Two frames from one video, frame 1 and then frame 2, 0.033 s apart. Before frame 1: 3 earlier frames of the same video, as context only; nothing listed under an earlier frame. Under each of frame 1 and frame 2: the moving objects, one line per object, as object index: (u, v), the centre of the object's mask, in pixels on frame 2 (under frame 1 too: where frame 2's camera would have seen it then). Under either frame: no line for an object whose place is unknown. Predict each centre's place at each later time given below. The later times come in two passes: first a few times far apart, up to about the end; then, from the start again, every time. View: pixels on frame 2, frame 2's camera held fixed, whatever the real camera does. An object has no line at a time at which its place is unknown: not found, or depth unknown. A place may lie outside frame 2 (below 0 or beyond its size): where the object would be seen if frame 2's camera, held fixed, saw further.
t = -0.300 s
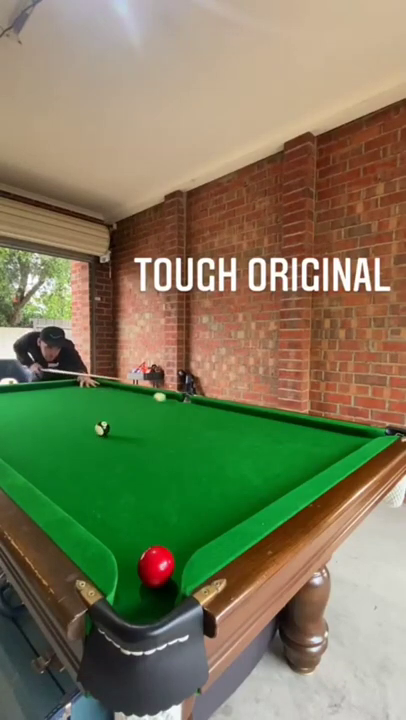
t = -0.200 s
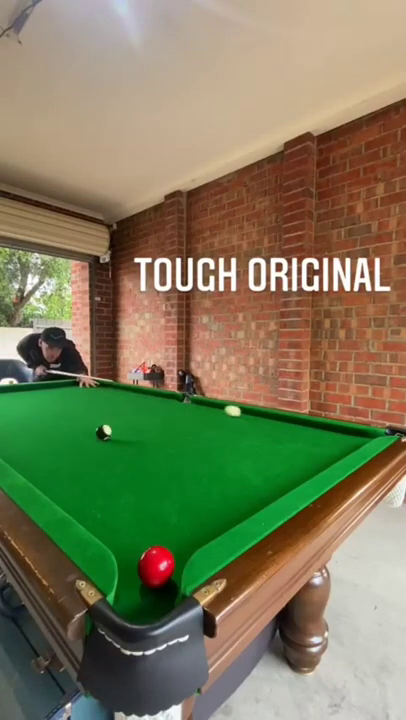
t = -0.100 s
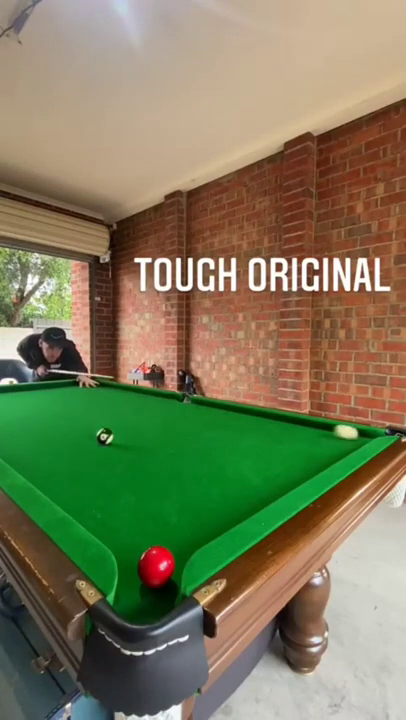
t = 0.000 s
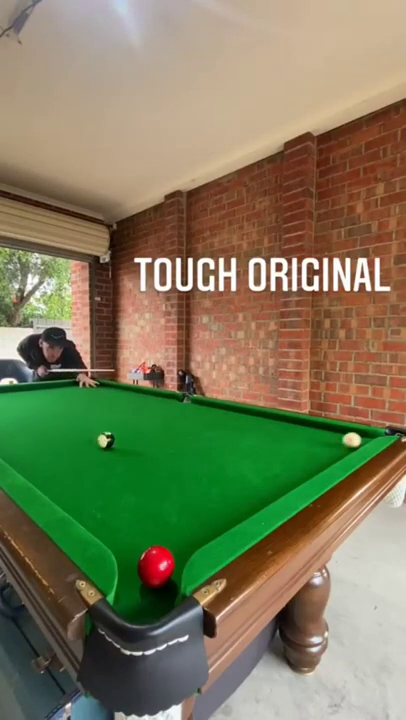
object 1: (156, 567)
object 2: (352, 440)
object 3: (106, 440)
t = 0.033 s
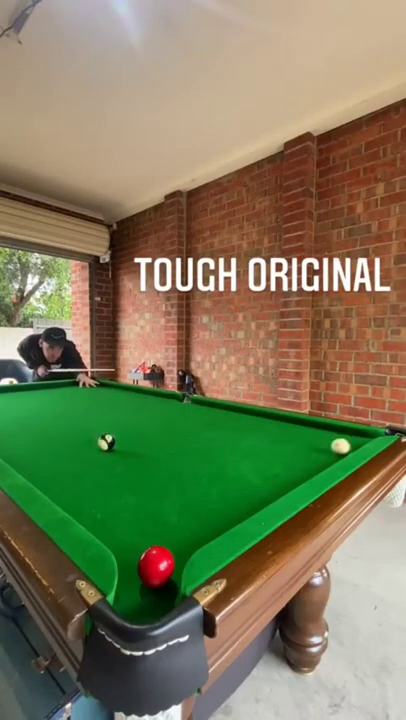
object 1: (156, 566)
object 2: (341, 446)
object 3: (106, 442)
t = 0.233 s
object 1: (156, 566)
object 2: (260, 494)
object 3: (109, 451)
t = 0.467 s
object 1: (153, 579)
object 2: (180, 551)
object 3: (113, 463)
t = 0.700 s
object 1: (139, 595)
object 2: (179, 549)
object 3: (116, 477)
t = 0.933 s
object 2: (182, 537)
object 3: (121, 493)
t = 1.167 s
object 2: (184, 528)
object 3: (126, 511)
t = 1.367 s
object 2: (185, 523)
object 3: (131, 527)
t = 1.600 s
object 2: (186, 519)
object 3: (137, 548)
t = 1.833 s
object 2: (187, 517)
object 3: (143, 571)
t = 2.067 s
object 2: (187, 517)
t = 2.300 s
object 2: (187, 517)
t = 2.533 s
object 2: (187, 517)
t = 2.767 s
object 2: (187, 517)
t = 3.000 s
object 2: (187, 517)
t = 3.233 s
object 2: (187, 518)
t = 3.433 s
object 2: (187, 518)
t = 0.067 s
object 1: (156, 566)
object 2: (329, 452)
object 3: (107, 443)
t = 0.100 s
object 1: (156, 566)
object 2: (317, 459)
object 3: (107, 445)
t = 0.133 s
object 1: (156, 566)
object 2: (304, 466)
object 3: (108, 447)
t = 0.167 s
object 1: (156, 566)
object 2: (290, 475)
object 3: (108, 448)
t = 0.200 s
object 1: (156, 566)
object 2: (275, 484)
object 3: (109, 450)
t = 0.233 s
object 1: (156, 566)
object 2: (260, 494)
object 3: (109, 451)
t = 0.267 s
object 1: (156, 566)
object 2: (243, 506)
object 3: (109, 453)
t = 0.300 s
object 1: (156, 566)
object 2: (224, 518)
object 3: (110, 455)
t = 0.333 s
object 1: (156, 566)
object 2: (204, 533)
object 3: (110, 456)
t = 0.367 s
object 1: (154, 567)
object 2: (183, 549)
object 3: (111, 458)
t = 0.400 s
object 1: (142, 578)
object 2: (183, 549)
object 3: (111, 460)
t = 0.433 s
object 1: (162, 581)
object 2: (183, 547)
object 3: (112, 461)
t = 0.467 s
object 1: (153, 579)
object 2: (180, 551)
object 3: (113, 463)
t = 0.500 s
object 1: (142, 578)
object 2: (176, 554)
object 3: (113, 465)
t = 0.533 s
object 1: (140, 576)
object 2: (173, 558)
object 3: (114, 467)
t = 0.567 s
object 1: (140, 577)
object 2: (175, 557)
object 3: (114, 469)
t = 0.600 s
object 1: (138, 580)
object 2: (177, 555)
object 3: (115, 471)
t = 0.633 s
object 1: (137, 583)
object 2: (178, 553)
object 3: (116, 473)
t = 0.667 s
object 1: (138, 587)
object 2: (179, 550)
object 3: (116, 475)
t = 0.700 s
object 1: (139, 595)
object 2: (179, 549)
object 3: (116, 477)
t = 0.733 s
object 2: (180, 547)
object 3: (117, 479)
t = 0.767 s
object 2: (180, 545)
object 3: (117, 481)
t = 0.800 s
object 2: (181, 543)
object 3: (118, 484)
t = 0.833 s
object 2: (181, 542)
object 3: (119, 486)
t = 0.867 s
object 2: (181, 540)
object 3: (120, 488)
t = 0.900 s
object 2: (182, 538)
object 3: (120, 490)
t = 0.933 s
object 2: (182, 537)
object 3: (121, 493)
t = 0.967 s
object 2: (182, 535)
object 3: (122, 495)
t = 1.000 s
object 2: (183, 534)
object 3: (122, 498)
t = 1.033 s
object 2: (183, 533)
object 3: (123, 501)
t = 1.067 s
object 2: (183, 531)
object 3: (124, 503)
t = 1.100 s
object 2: (183, 530)
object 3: (124, 505)
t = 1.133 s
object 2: (184, 529)
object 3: (125, 508)
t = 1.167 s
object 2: (184, 528)
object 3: (126, 511)
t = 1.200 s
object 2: (184, 527)
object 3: (127, 513)
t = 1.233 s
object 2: (185, 526)
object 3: (127, 515)
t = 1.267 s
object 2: (185, 525)
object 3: (128, 518)
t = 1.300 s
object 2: (185, 524)
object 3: (129, 521)
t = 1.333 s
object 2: (185, 523)
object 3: (130, 524)
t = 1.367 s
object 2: (185, 523)
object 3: (131, 527)
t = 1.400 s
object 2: (185, 522)
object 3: (132, 529)
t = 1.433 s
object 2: (185, 521)
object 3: (133, 533)
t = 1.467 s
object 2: (186, 521)
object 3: (134, 535)
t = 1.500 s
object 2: (186, 520)
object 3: (135, 539)
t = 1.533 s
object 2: (186, 520)
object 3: (135, 541)
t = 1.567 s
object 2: (186, 520)
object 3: (136, 545)
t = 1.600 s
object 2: (186, 519)
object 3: (137, 548)
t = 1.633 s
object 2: (186, 519)
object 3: (138, 552)
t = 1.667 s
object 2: (186, 518)
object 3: (138, 555)
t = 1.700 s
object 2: (186, 518)
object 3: (139, 558)
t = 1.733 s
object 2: (186, 518)
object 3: (140, 561)
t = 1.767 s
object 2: (187, 518)
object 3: (141, 565)
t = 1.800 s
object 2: (187, 518)
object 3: (142, 568)
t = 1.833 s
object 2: (187, 517)
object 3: (143, 571)
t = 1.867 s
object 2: (187, 517)
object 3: (144, 574)
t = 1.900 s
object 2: (187, 517)
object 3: (145, 578)
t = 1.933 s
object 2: (187, 517)
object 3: (146, 584)
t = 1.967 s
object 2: (187, 517)
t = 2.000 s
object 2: (187, 517)
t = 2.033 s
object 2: (187, 517)
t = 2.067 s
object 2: (187, 517)
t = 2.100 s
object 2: (187, 517)
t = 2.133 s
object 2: (187, 517)
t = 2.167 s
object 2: (187, 517)
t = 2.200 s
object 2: (187, 517)
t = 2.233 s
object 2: (187, 517)
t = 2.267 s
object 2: (187, 517)
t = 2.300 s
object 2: (187, 517)
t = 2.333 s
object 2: (187, 517)
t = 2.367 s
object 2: (187, 517)
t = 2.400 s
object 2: (187, 518)
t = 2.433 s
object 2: (187, 517)
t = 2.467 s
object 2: (187, 517)
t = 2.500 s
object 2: (187, 517)
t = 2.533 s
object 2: (187, 517)
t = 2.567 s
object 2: (187, 517)
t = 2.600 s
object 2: (187, 517)
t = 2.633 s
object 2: (187, 517)
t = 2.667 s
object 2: (187, 517)
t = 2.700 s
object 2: (187, 517)
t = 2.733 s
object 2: (187, 517)
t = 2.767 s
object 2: (187, 517)
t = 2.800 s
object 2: (187, 517)
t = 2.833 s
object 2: (187, 517)
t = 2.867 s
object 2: (187, 517)
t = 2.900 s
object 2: (187, 517)
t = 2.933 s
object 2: (187, 517)
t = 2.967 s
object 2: (187, 517)
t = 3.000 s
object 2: (187, 517)
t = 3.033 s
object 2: (187, 517)
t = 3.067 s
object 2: (187, 517)
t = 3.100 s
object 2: (187, 517)
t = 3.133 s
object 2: (187, 517)
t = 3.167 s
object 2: (187, 517)
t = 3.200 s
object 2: (187, 518)
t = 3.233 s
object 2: (187, 518)
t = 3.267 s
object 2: (187, 517)
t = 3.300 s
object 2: (187, 518)
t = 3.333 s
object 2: (187, 518)
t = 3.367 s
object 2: (187, 518)
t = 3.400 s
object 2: (187, 517)
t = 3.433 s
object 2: (187, 518)
